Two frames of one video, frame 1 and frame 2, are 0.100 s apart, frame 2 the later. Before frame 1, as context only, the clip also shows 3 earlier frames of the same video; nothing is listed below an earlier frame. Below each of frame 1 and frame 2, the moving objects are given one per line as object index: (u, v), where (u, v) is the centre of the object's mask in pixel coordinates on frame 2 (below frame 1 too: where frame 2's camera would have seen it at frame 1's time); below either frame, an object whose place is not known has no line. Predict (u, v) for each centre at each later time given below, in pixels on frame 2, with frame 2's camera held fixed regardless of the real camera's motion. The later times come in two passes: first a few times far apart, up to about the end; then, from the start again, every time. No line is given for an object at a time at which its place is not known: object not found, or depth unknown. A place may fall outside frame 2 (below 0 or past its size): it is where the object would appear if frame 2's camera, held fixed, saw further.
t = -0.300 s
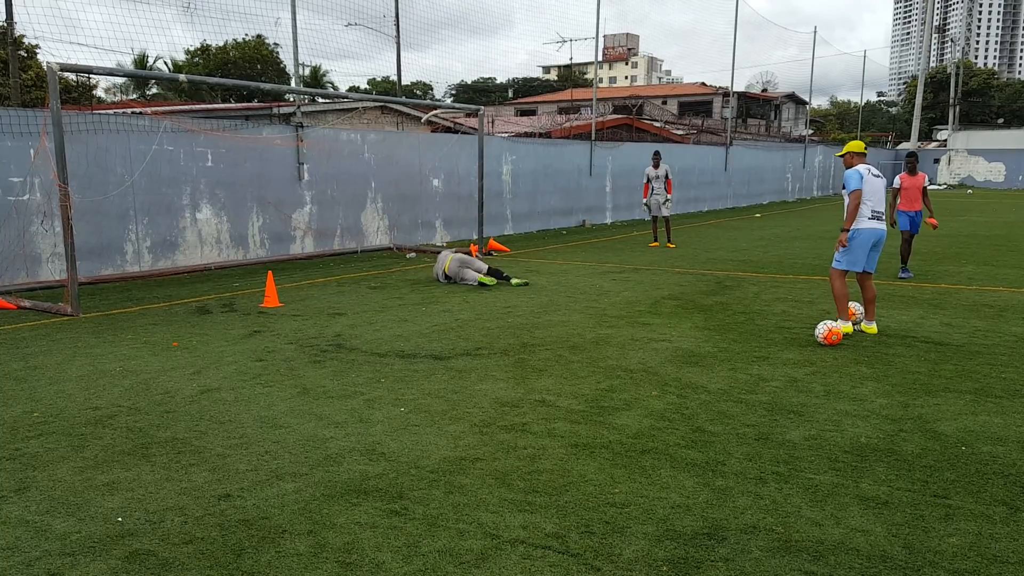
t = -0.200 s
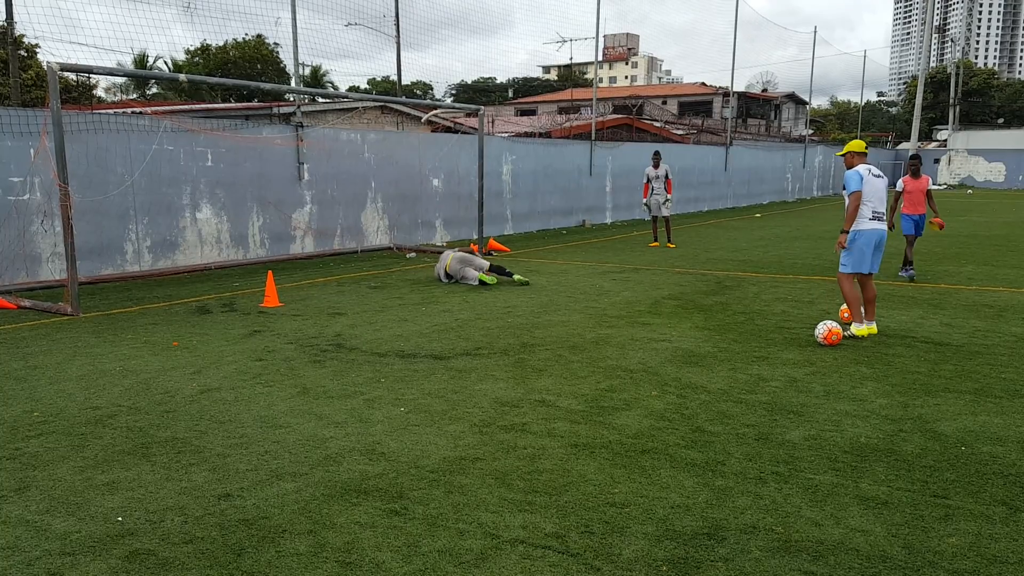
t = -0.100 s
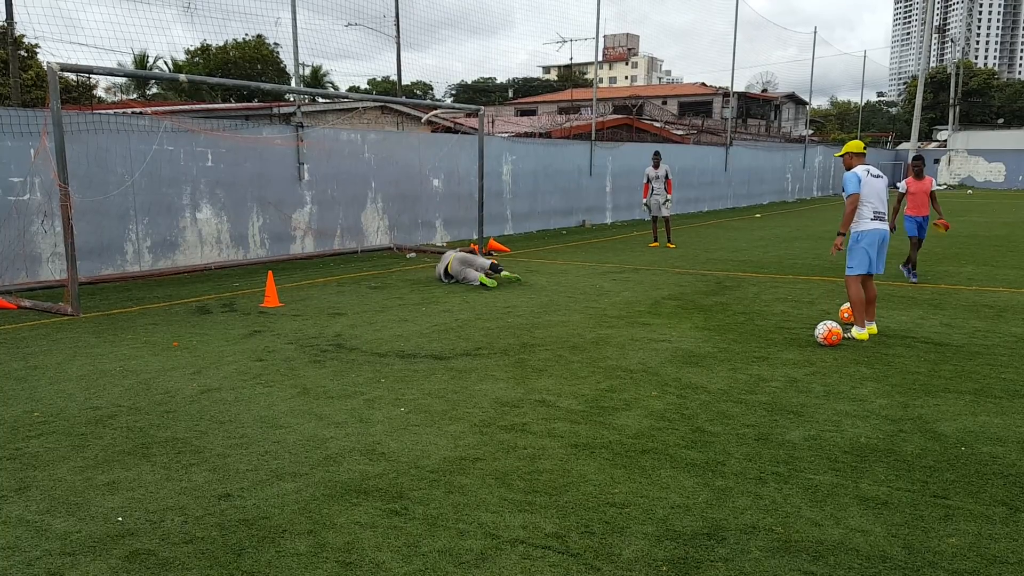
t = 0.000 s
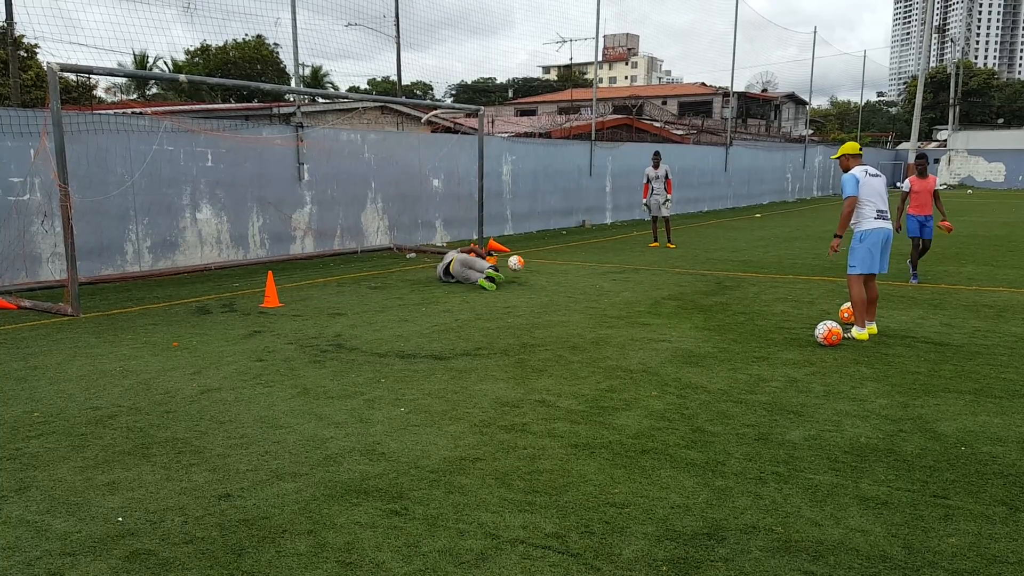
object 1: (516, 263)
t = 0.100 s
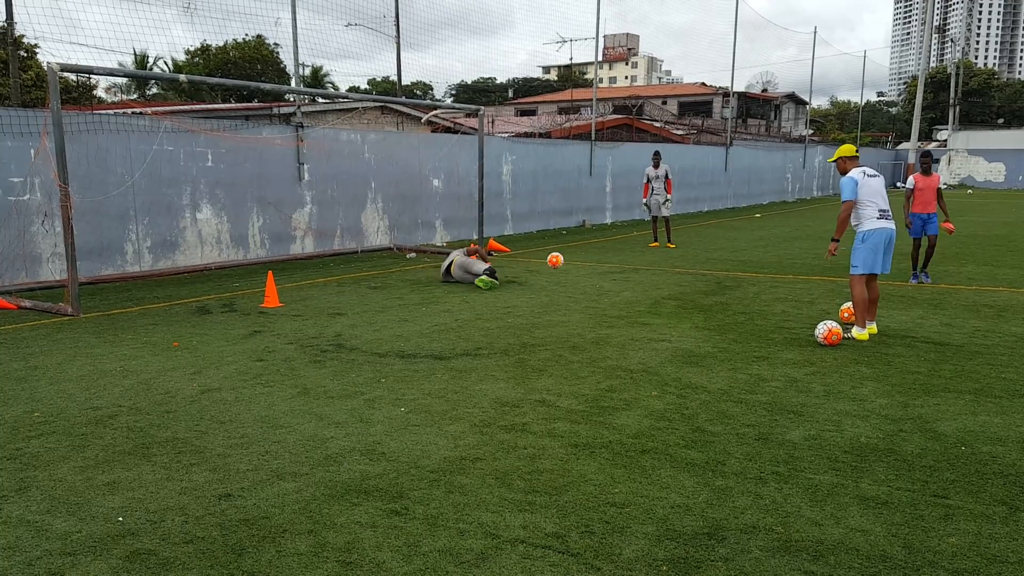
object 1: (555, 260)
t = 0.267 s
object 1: (625, 272)
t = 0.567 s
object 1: (727, 278)
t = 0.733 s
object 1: (783, 284)
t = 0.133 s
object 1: (569, 261)
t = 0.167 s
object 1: (582, 263)
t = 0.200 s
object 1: (597, 265)
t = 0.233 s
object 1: (610, 268)
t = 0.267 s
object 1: (625, 272)
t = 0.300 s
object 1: (639, 278)
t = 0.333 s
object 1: (652, 280)
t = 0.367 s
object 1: (662, 276)
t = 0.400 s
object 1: (673, 274)
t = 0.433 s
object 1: (683, 273)
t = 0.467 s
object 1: (694, 273)
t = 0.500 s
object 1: (705, 274)
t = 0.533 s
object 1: (716, 275)
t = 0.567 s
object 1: (727, 278)
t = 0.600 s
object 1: (737, 282)
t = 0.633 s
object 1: (749, 286)
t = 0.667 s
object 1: (760, 286)
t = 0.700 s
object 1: (771, 285)
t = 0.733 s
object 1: (783, 284)
